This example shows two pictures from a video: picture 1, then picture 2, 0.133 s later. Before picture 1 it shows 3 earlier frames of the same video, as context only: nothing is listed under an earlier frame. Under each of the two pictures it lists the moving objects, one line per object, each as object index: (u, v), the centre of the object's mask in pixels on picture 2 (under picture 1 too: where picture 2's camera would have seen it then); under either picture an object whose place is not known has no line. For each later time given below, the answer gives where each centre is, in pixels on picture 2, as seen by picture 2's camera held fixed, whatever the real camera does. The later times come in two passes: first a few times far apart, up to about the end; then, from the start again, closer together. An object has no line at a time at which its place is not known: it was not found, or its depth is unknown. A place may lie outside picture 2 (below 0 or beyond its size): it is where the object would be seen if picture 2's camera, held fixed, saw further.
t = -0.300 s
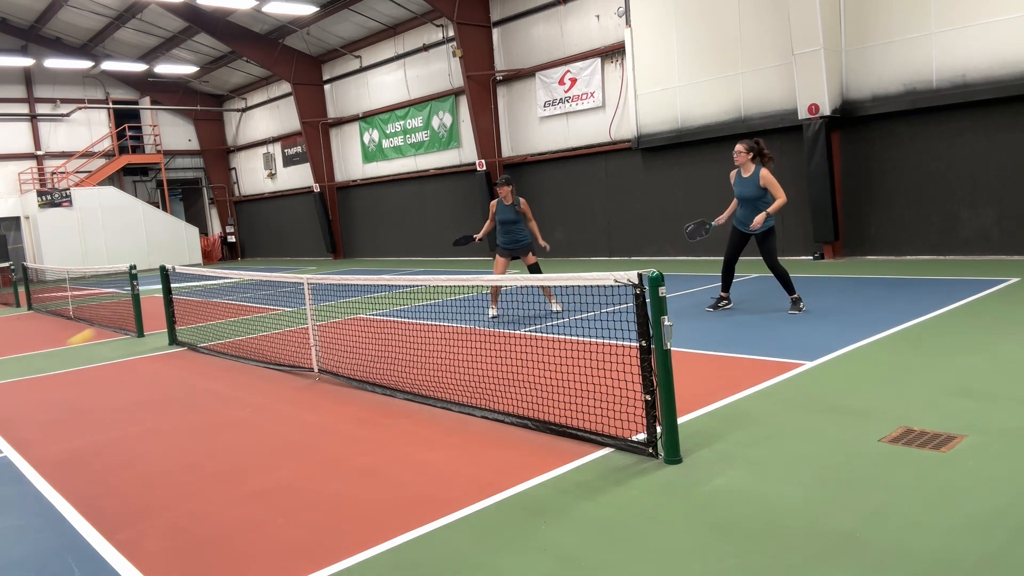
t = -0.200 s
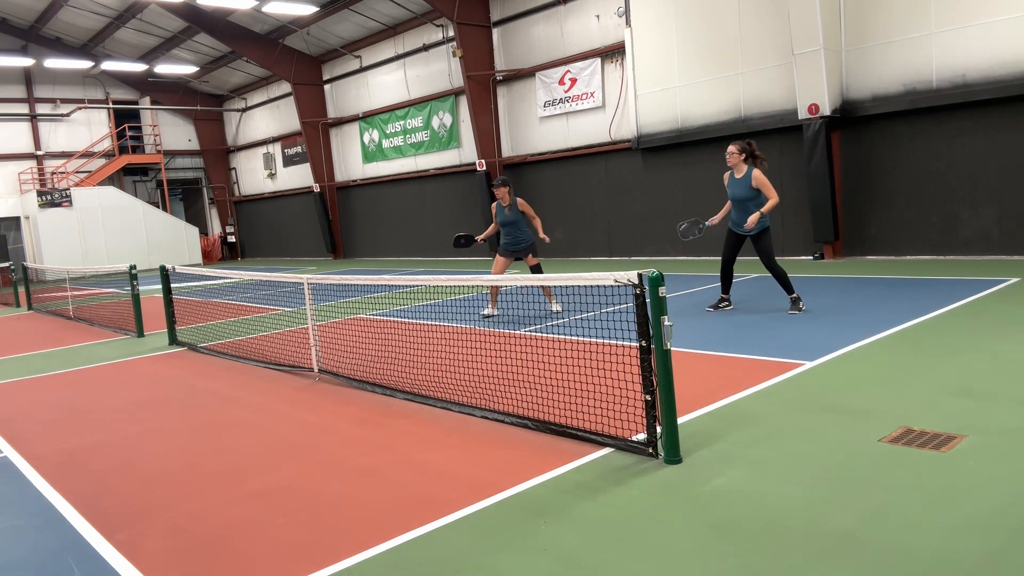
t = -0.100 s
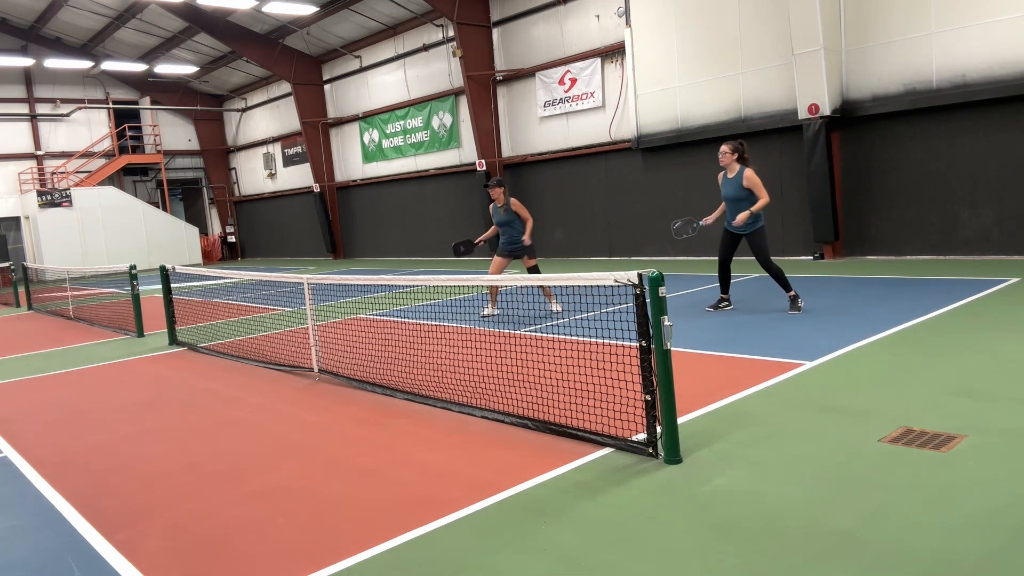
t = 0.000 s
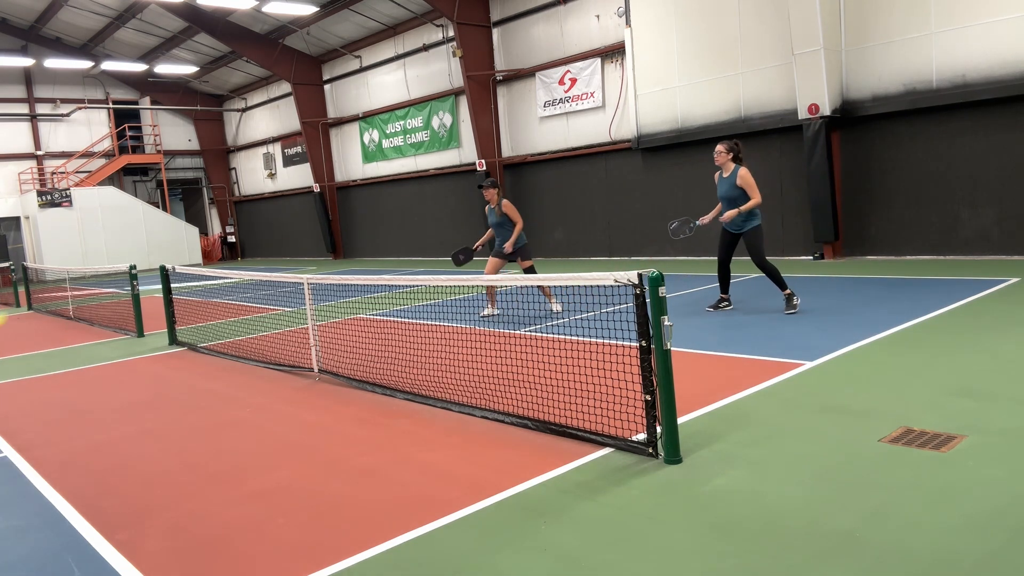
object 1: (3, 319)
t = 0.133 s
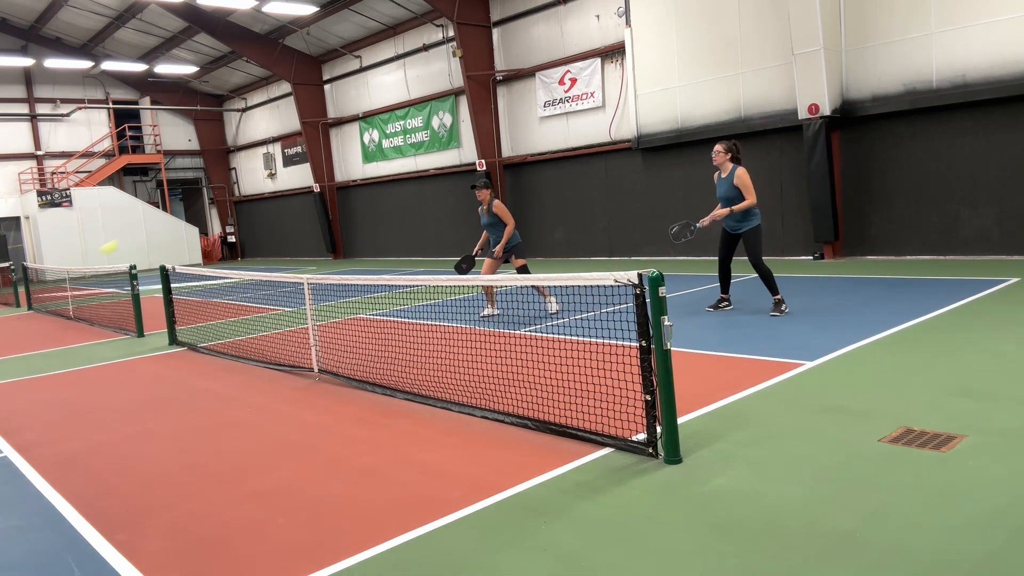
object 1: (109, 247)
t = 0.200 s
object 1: (162, 222)
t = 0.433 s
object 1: (335, 186)
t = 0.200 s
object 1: (162, 222)
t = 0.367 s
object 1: (289, 189)
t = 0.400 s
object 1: (313, 186)
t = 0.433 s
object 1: (335, 186)
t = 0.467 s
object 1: (357, 186)
